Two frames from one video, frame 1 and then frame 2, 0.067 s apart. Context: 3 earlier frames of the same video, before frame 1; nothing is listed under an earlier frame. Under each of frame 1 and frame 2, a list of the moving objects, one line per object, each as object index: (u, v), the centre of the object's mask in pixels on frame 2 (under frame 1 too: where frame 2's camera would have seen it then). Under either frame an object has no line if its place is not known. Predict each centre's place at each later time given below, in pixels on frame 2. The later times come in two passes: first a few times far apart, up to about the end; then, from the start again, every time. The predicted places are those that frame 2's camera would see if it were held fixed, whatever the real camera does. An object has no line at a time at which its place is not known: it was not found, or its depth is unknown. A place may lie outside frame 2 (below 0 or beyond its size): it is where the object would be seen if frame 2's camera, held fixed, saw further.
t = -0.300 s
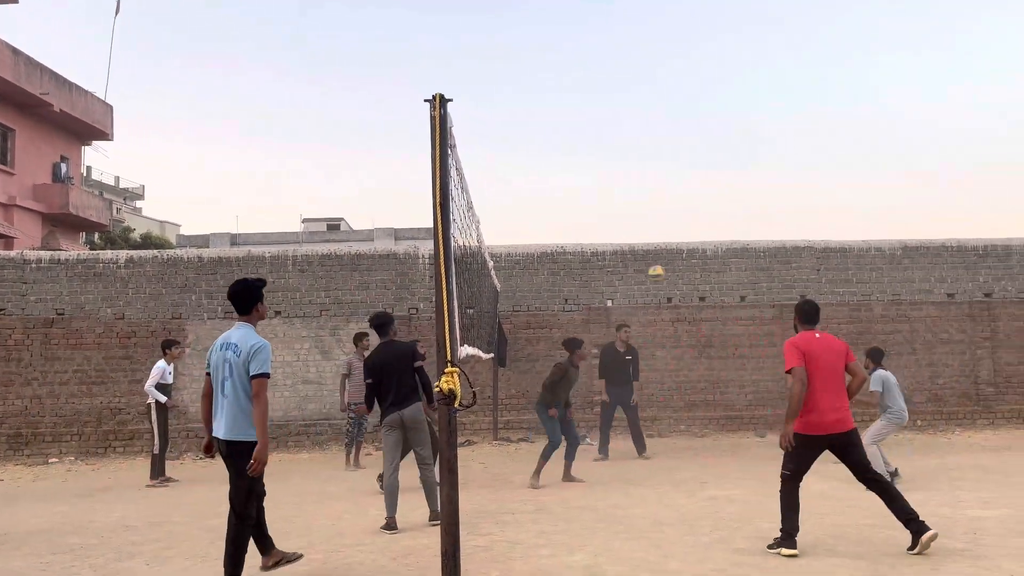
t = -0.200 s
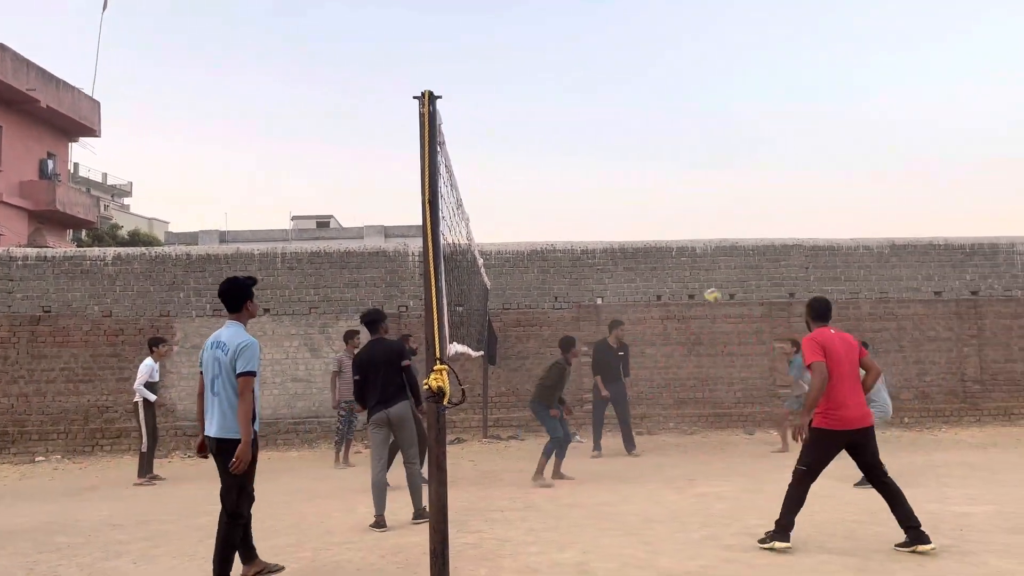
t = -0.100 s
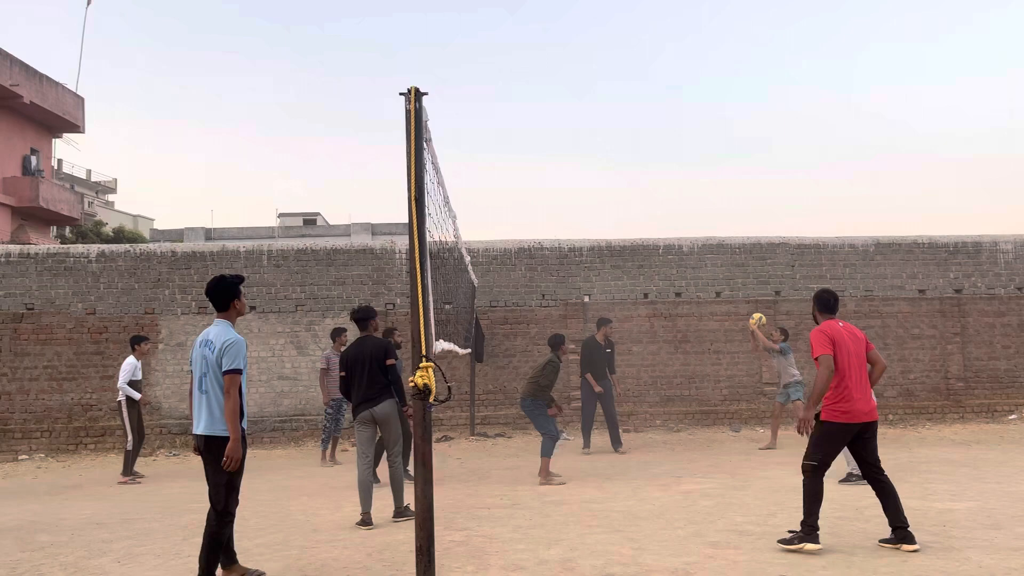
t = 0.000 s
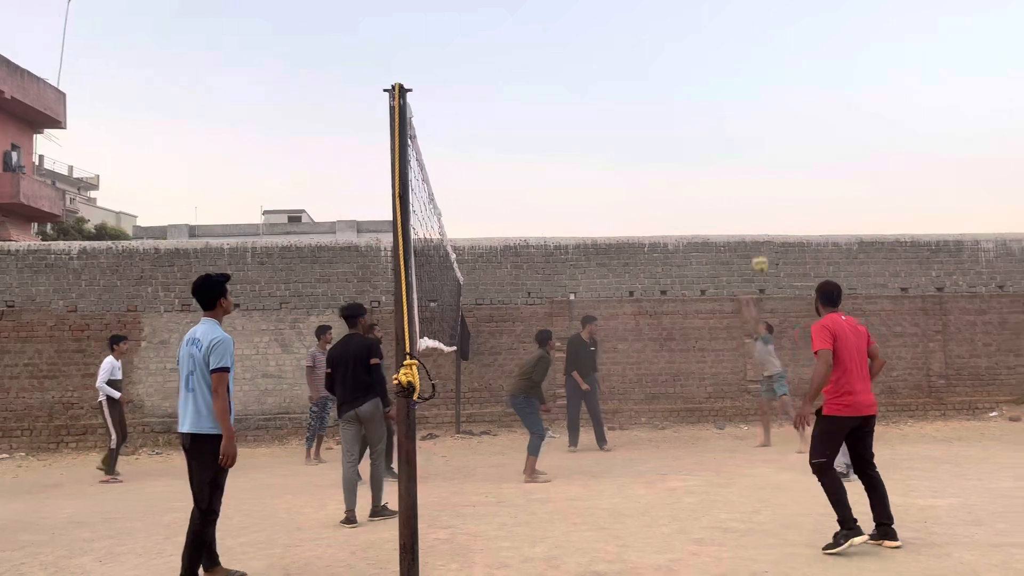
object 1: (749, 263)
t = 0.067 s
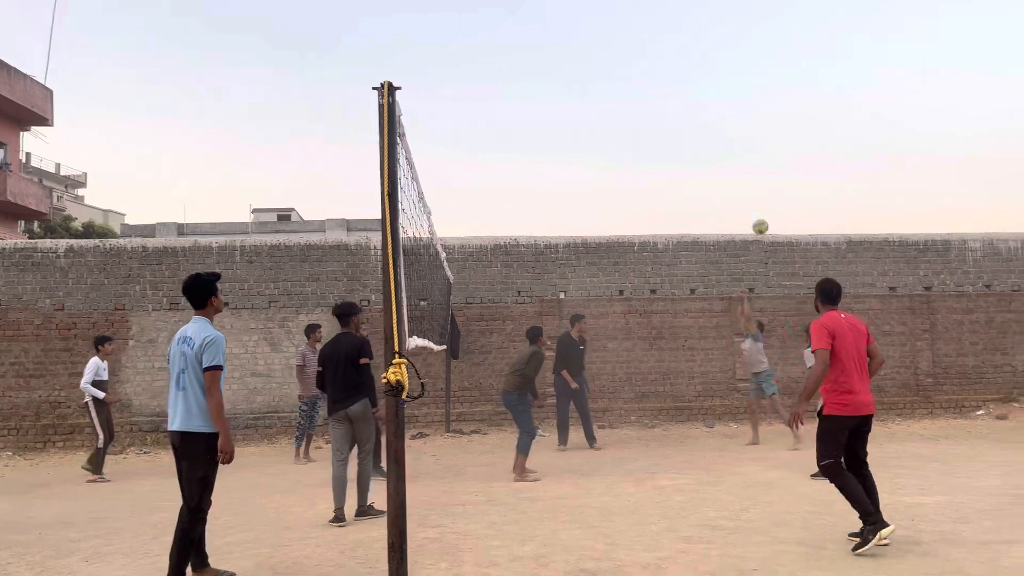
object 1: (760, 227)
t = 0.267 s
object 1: (794, 136)
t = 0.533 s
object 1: (842, 63)
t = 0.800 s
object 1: (893, 41)
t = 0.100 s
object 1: (765, 209)
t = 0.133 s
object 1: (771, 193)
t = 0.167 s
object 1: (776, 177)
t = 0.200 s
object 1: (782, 163)
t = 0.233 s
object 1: (788, 149)
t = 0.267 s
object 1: (794, 136)
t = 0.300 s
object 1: (800, 124)
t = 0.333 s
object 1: (805, 113)
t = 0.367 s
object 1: (811, 103)
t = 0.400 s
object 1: (817, 93)
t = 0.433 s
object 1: (824, 84)
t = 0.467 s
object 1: (830, 76)
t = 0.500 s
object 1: (836, 69)
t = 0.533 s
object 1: (842, 63)
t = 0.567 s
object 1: (848, 58)
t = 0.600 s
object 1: (855, 53)
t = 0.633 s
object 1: (861, 49)
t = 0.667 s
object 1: (867, 46)
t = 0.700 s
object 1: (874, 44)
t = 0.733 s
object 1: (880, 42)
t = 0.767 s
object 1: (887, 42)
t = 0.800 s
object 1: (893, 41)
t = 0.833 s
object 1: (900, 42)
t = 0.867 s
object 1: (907, 44)
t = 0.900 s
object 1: (913, 47)
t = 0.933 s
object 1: (920, 50)
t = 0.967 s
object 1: (927, 54)
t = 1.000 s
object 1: (934, 59)
